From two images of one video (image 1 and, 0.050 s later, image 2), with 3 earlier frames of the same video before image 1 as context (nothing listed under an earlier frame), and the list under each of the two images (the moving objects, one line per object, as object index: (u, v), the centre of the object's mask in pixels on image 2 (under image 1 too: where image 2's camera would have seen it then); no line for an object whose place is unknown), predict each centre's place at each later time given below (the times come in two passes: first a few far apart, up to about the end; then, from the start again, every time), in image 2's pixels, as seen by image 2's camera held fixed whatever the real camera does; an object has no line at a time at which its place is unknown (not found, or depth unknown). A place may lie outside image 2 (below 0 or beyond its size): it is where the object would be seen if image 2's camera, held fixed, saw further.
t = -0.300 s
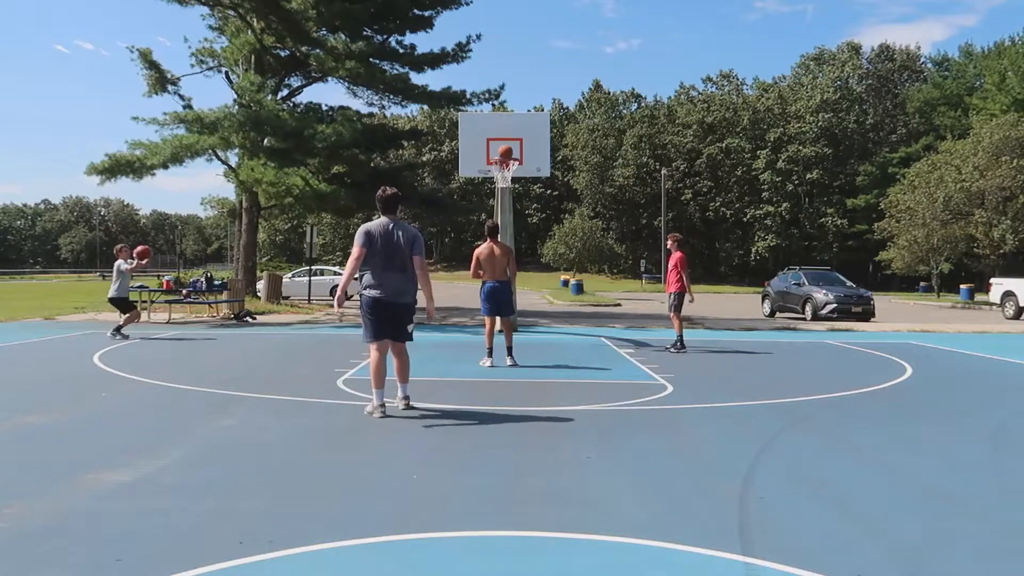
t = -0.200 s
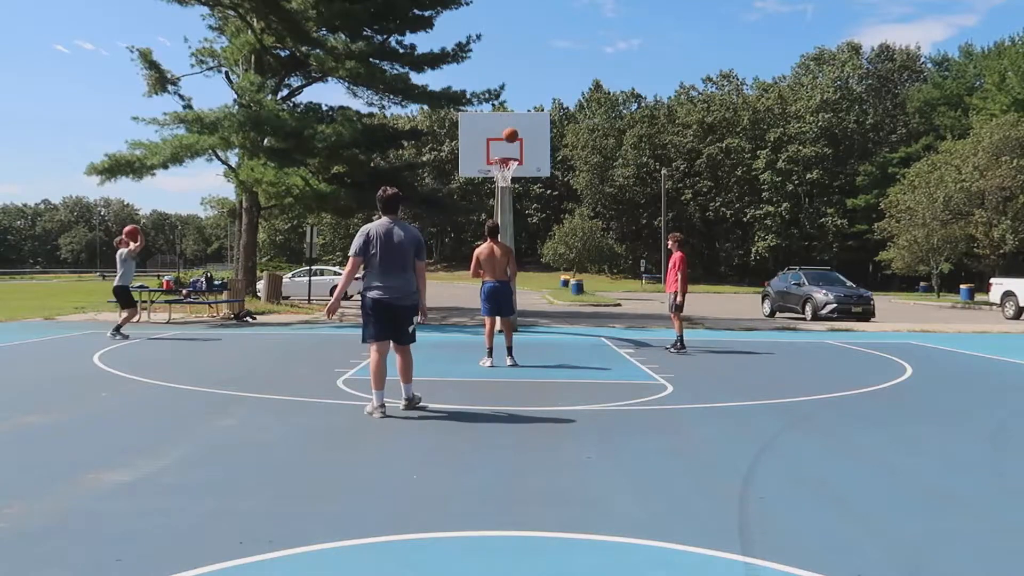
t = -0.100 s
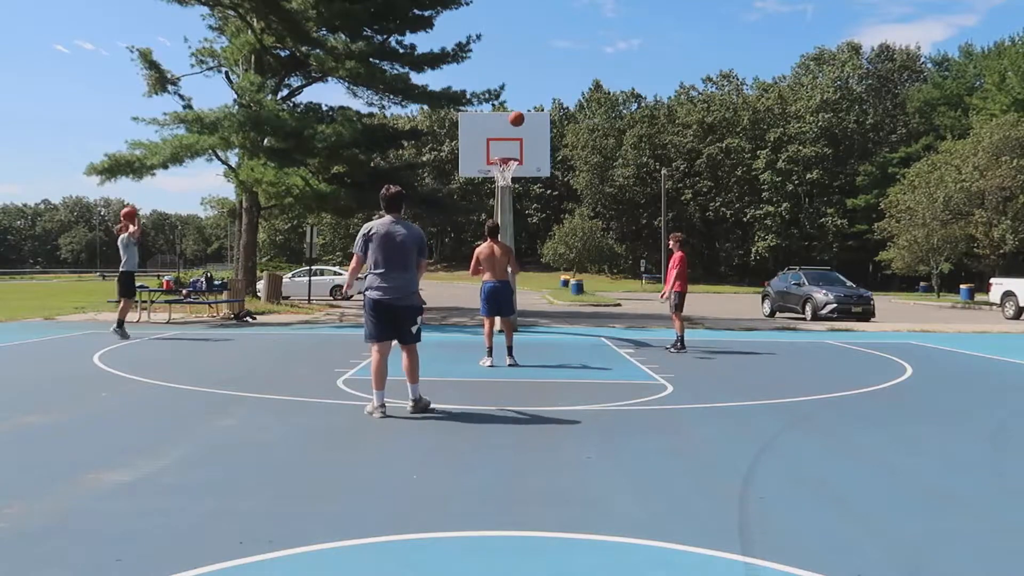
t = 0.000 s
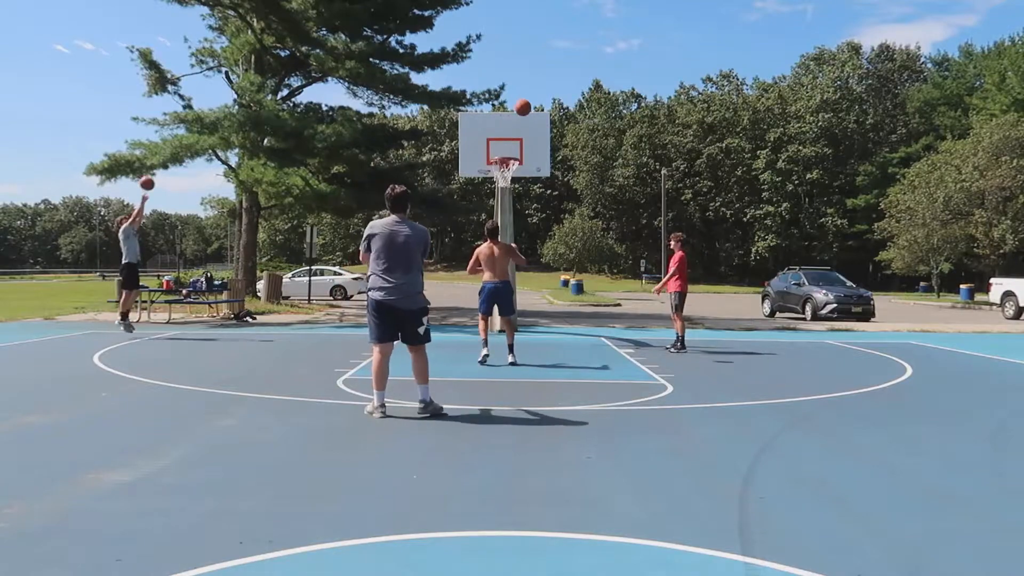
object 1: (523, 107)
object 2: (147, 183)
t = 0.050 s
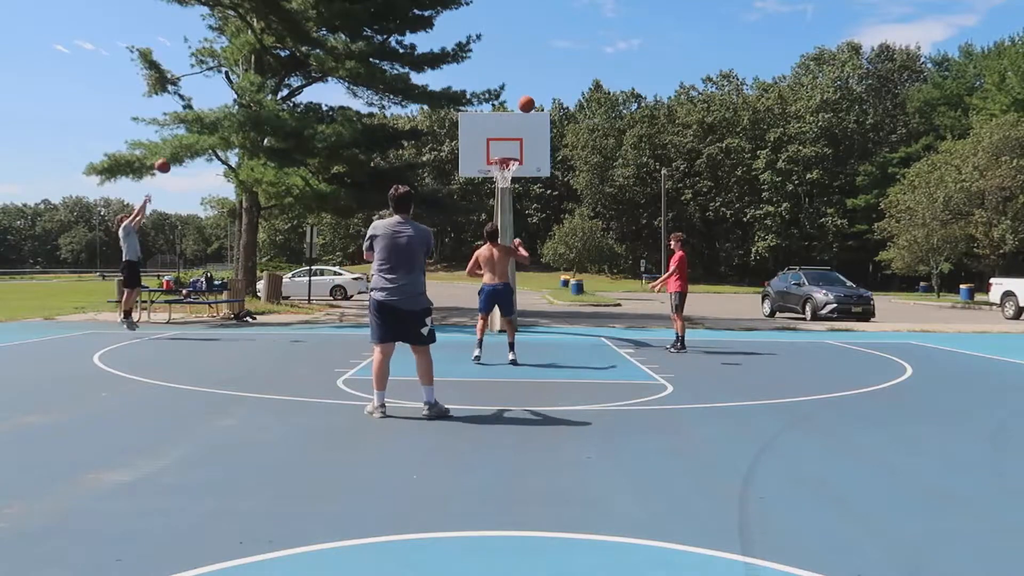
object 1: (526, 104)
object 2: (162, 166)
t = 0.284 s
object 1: (544, 113)
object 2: (238, 105)
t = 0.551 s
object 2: (324, 74)
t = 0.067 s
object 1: (528, 103)
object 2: (168, 161)
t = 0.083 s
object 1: (529, 103)
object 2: (172, 155)
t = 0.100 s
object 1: (530, 103)
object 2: (178, 151)
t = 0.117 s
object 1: (531, 102)
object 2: (184, 145)
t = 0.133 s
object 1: (532, 103)
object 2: (189, 141)
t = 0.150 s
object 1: (534, 103)
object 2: (195, 136)
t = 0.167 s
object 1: (535, 103)
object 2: (200, 131)
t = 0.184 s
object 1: (536, 104)
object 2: (206, 127)
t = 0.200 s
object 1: (537, 105)
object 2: (212, 123)
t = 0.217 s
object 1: (539, 106)
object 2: (217, 119)
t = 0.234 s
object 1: (540, 107)
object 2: (222, 115)
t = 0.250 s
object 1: (542, 109)
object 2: (228, 112)
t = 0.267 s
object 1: (542, 111)
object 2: (232, 109)
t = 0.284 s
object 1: (544, 113)
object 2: (238, 105)
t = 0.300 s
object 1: (545, 115)
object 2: (244, 102)
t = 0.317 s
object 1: (547, 118)
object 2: (249, 99)
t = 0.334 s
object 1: (548, 120)
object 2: (254, 96)
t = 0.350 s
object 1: (550, 124)
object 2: (259, 94)
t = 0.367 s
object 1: (552, 127)
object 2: (266, 91)
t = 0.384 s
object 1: (553, 130)
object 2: (270, 88)
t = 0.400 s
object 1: (554, 134)
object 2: (275, 86)
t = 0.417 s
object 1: (555, 139)
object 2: (281, 85)
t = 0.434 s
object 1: (556, 143)
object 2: (287, 82)
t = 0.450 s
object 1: (559, 149)
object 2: (292, 81)
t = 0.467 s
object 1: (560, 153)
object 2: (297, 79)
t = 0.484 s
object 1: (561, 159)
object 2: (303, 78)
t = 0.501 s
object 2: (308, 76)
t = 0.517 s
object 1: (564, 170)
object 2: (313, 75)
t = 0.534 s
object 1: (566, 177)
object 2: (319, 75)
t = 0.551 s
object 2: (324, 74)
